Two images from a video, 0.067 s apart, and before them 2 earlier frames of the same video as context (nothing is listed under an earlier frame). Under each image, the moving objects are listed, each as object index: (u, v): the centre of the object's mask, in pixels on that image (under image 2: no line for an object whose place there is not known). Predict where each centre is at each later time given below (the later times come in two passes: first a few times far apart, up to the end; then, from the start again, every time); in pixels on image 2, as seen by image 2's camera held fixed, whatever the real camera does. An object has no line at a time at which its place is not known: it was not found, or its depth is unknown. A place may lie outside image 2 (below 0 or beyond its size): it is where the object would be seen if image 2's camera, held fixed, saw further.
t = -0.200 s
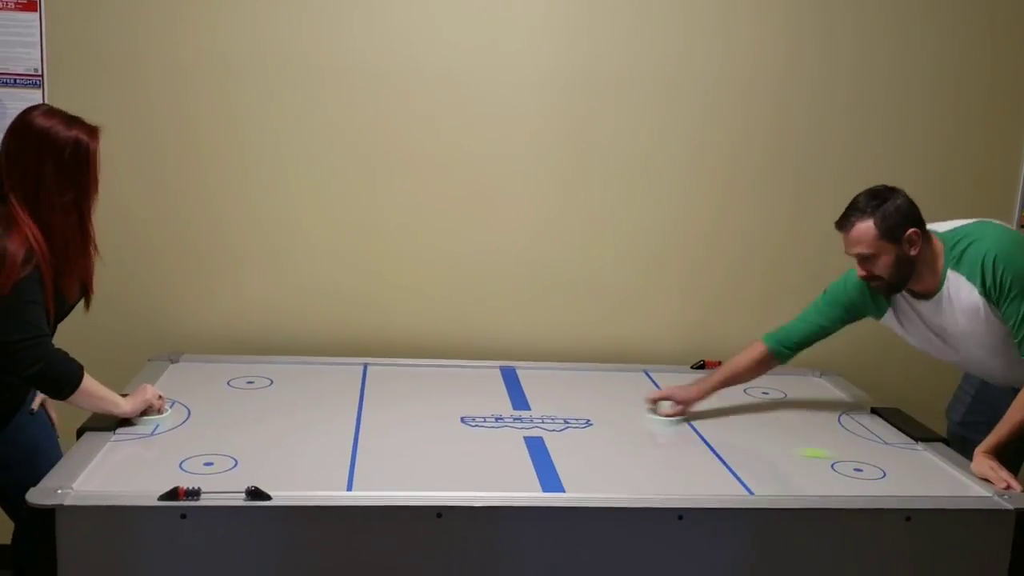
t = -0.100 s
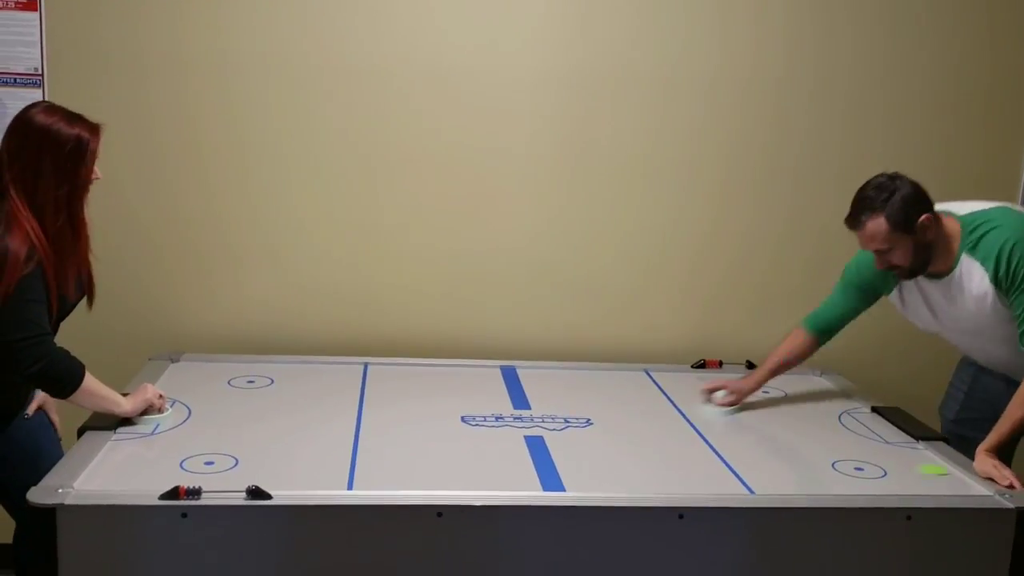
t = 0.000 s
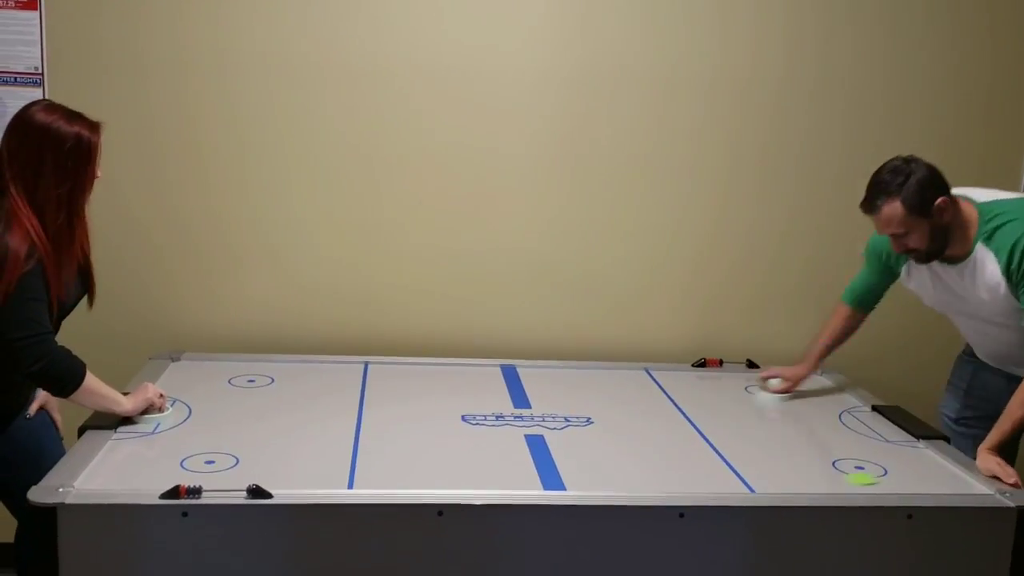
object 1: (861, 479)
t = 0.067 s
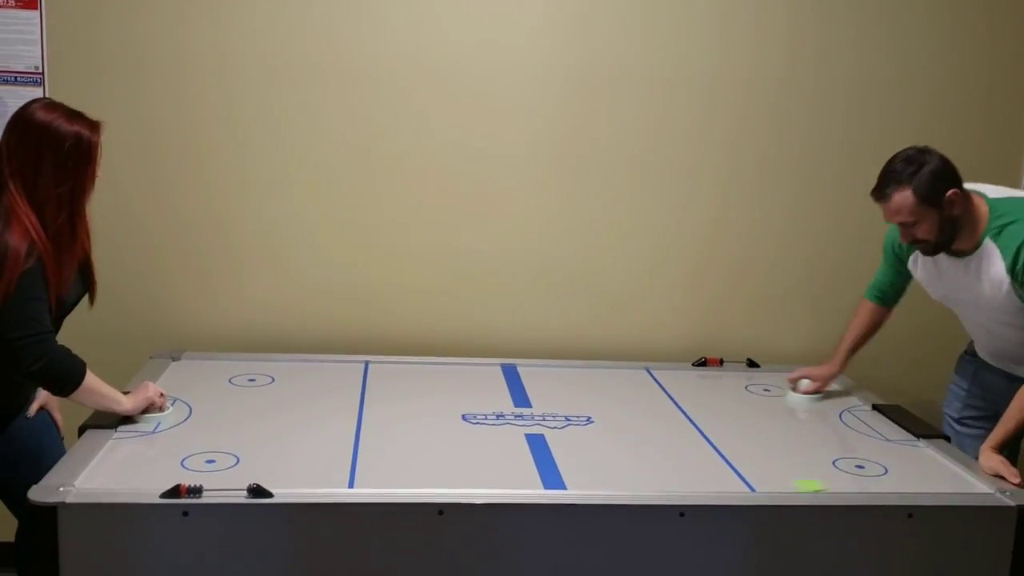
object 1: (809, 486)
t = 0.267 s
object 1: (627, 477)
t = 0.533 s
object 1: (390, 455)
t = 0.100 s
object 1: (781, 488)
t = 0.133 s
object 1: (753, 487)
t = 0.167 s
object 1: (720, 486)
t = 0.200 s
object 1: (688, 483)
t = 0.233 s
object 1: (658, 480)
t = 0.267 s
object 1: (627, 477)
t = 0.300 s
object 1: (595, 473)
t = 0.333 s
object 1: (564, 471)
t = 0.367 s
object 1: (537, 468)
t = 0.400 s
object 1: (505, 465)
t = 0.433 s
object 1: (476, 463)
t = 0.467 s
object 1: (447, 459)
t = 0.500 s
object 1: (417, 457)
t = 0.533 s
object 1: (390, 455)
